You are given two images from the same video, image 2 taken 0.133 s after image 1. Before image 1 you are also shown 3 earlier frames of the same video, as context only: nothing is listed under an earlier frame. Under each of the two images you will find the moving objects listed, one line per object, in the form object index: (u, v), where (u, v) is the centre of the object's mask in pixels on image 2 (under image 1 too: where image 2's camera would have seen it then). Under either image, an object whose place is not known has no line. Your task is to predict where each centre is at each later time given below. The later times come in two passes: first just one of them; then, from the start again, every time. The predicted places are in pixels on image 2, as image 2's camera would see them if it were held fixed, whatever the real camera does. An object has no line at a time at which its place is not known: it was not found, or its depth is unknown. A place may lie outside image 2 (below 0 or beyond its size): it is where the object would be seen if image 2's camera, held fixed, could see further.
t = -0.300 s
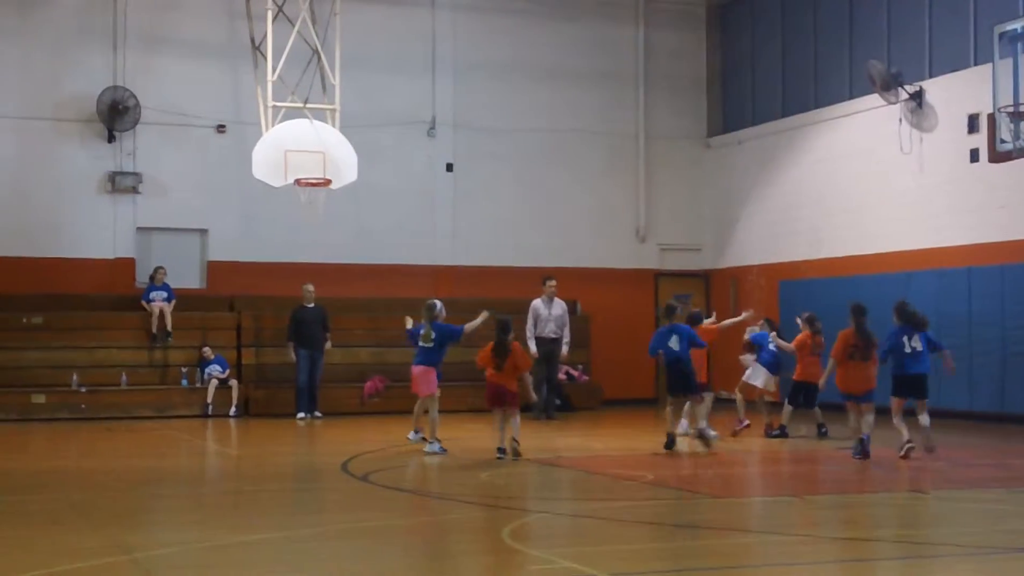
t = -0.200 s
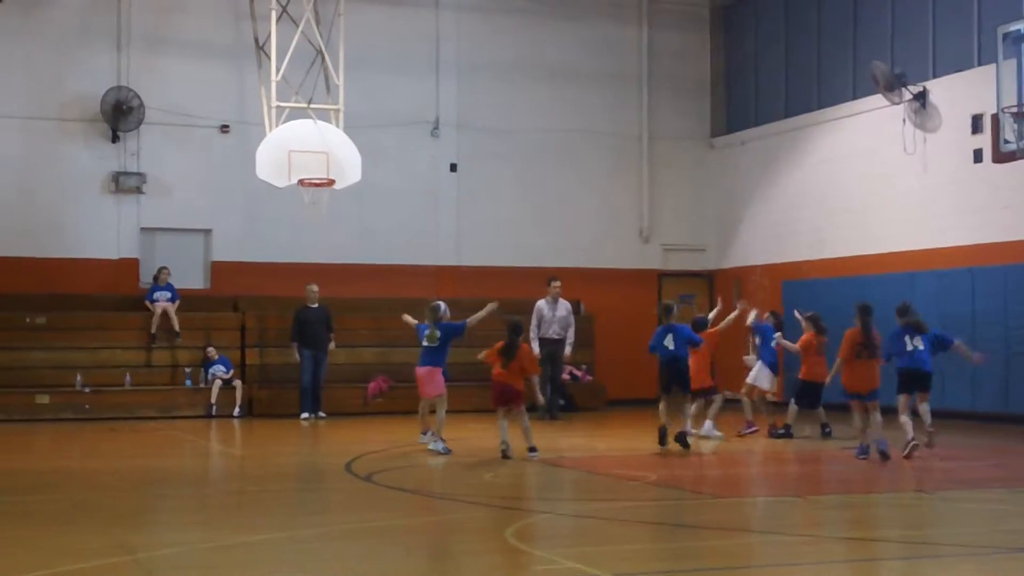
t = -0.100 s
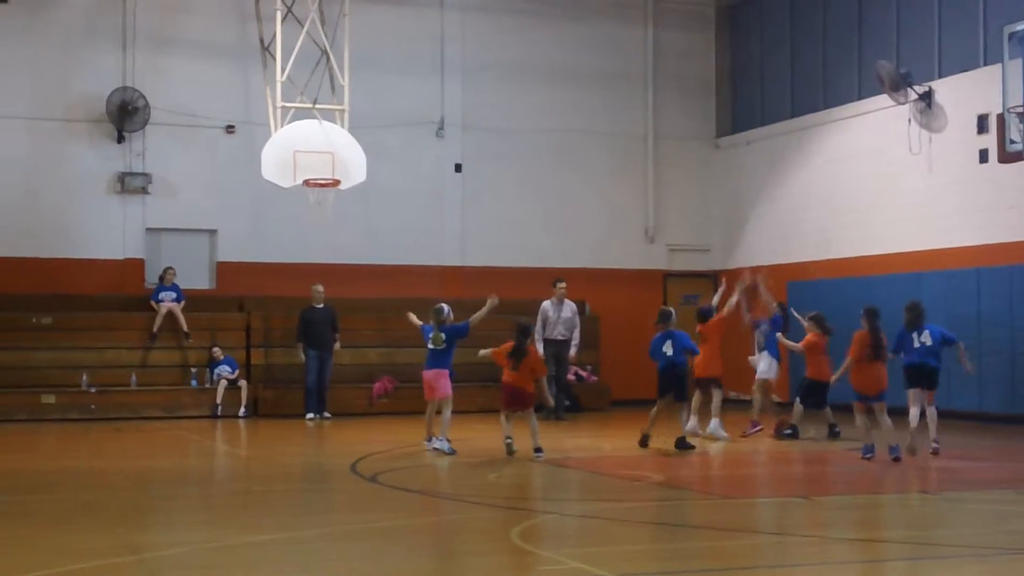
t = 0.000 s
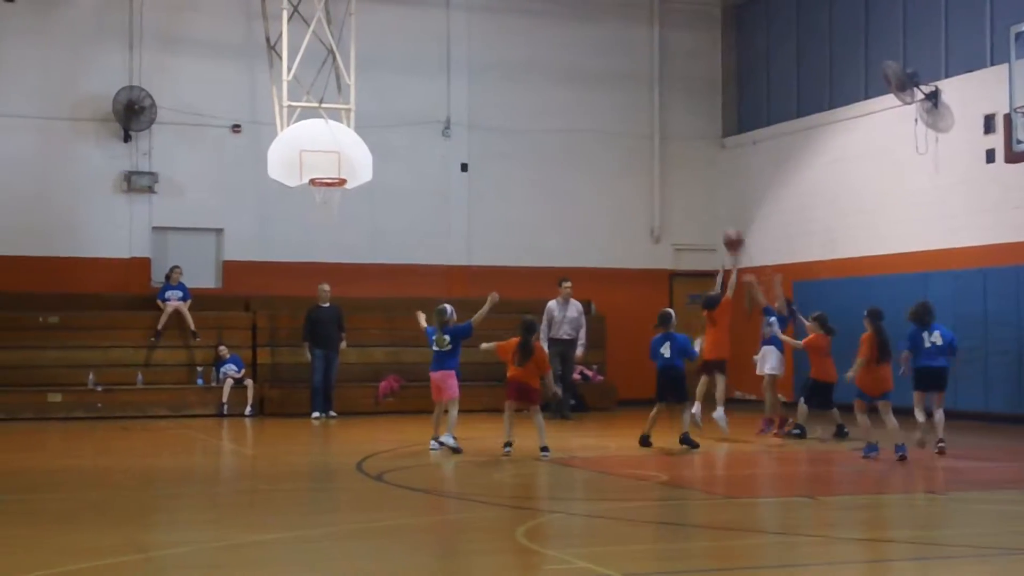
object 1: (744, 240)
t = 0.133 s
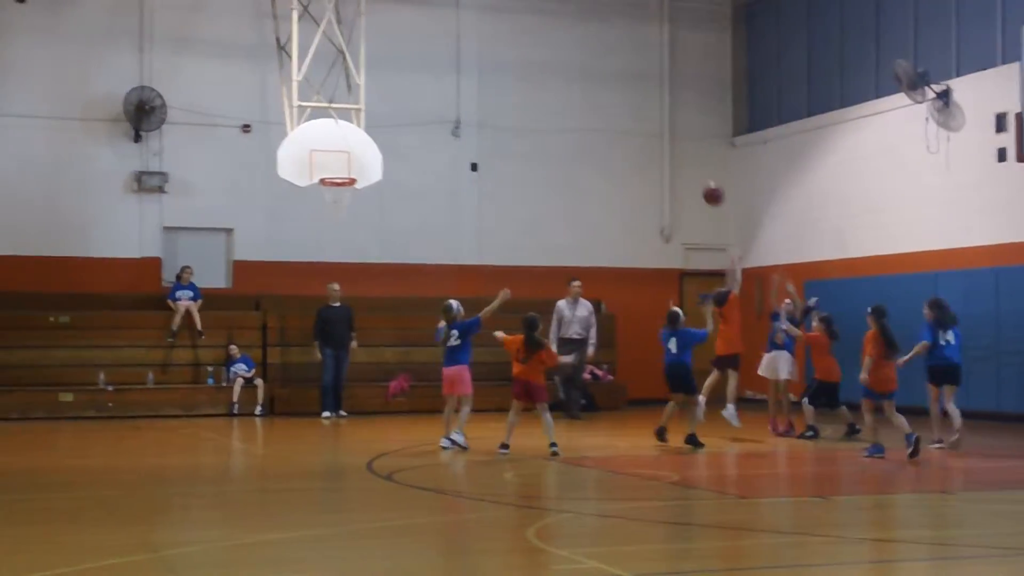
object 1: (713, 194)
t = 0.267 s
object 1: (681, 163)
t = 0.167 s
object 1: (705, 185)
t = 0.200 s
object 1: (697, 176)
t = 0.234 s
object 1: (689, 168)
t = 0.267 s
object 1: (681, 163)
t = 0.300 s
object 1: (673, 157)
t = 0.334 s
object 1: (664, 152)
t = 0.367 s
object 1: (656, 148)
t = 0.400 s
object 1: (648, 146)
